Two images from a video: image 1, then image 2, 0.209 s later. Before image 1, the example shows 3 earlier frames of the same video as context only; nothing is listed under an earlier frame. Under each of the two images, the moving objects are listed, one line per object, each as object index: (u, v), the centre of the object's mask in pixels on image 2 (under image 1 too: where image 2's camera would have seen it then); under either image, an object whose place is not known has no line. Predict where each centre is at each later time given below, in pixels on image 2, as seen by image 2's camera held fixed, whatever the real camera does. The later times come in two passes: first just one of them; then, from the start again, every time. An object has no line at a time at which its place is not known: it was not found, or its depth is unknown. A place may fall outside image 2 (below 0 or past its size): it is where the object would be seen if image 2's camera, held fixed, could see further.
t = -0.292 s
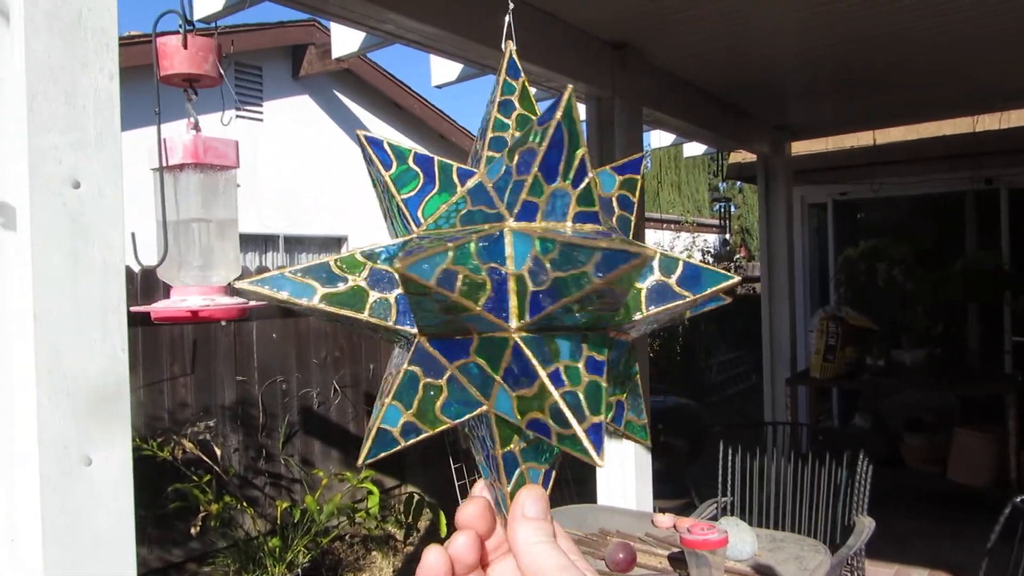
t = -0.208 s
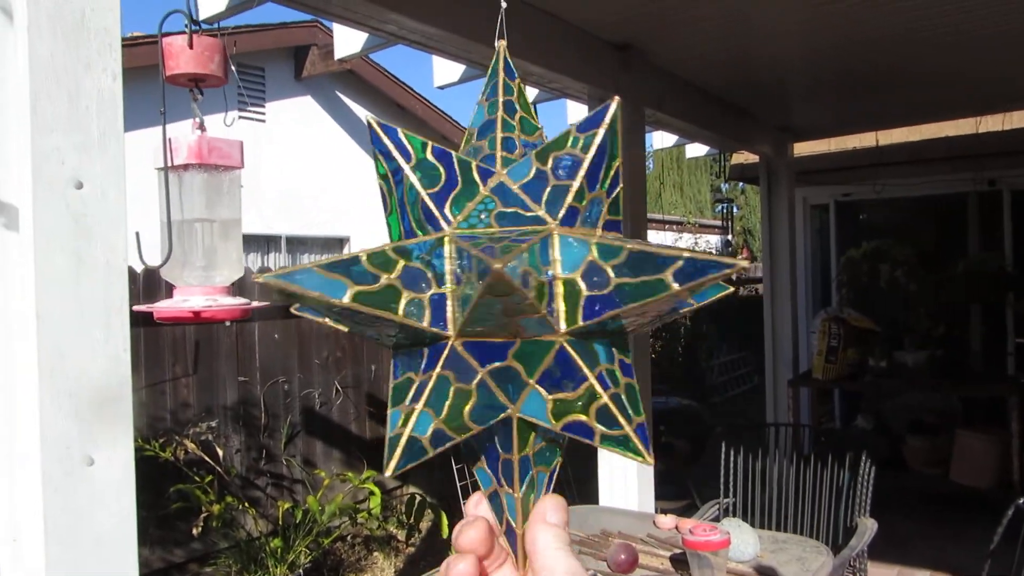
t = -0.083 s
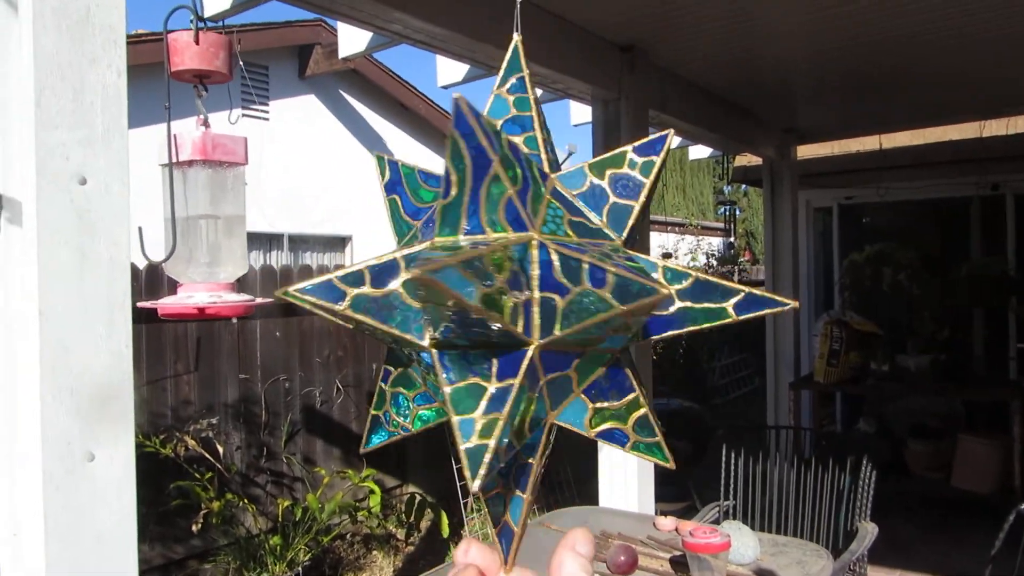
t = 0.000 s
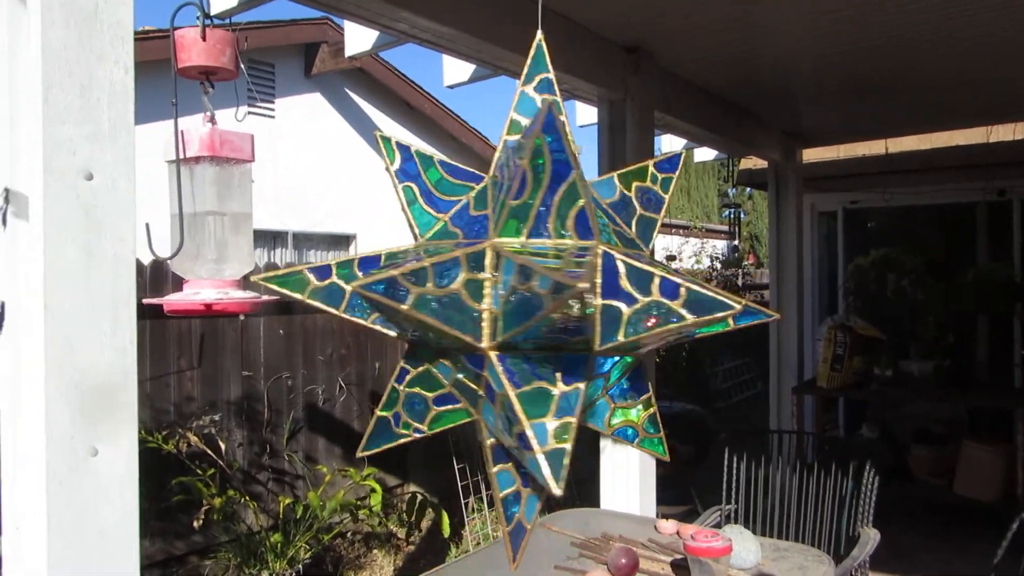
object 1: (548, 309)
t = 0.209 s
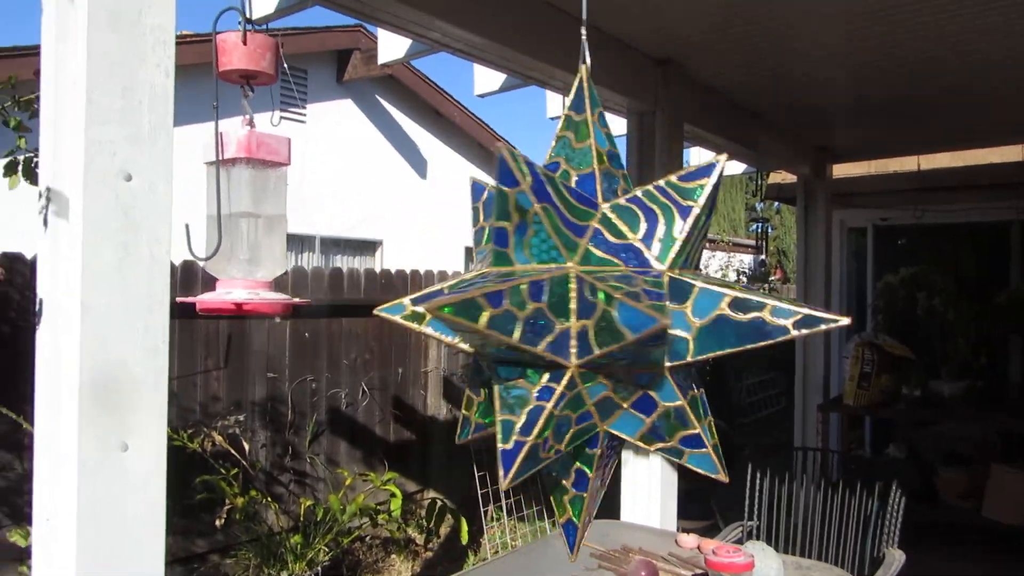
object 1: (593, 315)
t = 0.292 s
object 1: (599, 309)
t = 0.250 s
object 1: (599, 312)
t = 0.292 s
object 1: (599, 309)
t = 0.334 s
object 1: (599, 304)
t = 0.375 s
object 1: (606, 298)
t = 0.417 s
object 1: (612, 292)
